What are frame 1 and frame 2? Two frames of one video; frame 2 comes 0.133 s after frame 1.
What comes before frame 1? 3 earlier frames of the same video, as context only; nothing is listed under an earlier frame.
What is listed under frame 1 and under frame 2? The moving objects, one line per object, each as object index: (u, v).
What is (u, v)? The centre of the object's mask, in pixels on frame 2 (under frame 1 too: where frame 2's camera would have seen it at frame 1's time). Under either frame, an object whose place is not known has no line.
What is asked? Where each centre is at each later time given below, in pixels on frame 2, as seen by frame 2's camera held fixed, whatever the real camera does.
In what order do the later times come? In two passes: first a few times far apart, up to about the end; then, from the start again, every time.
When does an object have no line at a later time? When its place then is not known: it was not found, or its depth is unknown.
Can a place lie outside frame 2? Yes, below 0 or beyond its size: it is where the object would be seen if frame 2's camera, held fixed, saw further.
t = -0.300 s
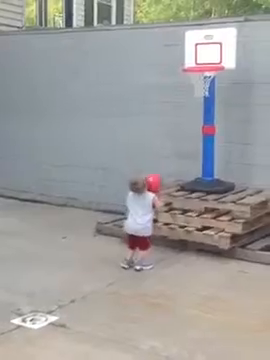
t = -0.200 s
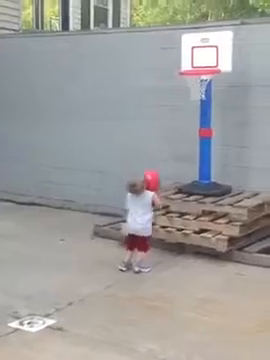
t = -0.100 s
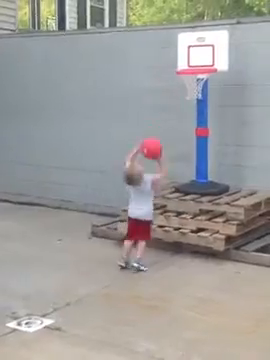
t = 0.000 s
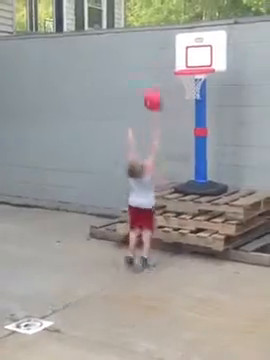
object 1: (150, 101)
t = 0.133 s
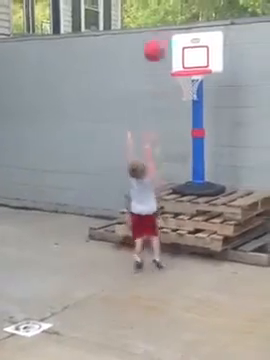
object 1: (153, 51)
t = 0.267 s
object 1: (158, 20)
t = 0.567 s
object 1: (164, 37)
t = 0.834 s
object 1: (168, 141)
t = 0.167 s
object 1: (155, 42)
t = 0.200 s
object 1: (155, 34)
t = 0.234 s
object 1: (156, 26)
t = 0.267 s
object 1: (158, 20)
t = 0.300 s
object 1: (158, 18)
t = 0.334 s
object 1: (159, 15)
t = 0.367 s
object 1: (160, 15)
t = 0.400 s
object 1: (160, 14)
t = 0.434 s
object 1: (161, 16)
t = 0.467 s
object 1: (161, 19)
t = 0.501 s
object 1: (160, 23)
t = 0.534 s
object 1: (162, 29)
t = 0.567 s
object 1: (164, 37)
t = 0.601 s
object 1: (164, 47)
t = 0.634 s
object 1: (165, 58)
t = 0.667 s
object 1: (164, 65)
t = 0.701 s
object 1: (166, 82)
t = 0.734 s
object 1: (167, 94)
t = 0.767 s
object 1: (167, 109)
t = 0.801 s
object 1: (168, 124)
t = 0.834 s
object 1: (168, 141)
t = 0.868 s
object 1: (169, 158)
